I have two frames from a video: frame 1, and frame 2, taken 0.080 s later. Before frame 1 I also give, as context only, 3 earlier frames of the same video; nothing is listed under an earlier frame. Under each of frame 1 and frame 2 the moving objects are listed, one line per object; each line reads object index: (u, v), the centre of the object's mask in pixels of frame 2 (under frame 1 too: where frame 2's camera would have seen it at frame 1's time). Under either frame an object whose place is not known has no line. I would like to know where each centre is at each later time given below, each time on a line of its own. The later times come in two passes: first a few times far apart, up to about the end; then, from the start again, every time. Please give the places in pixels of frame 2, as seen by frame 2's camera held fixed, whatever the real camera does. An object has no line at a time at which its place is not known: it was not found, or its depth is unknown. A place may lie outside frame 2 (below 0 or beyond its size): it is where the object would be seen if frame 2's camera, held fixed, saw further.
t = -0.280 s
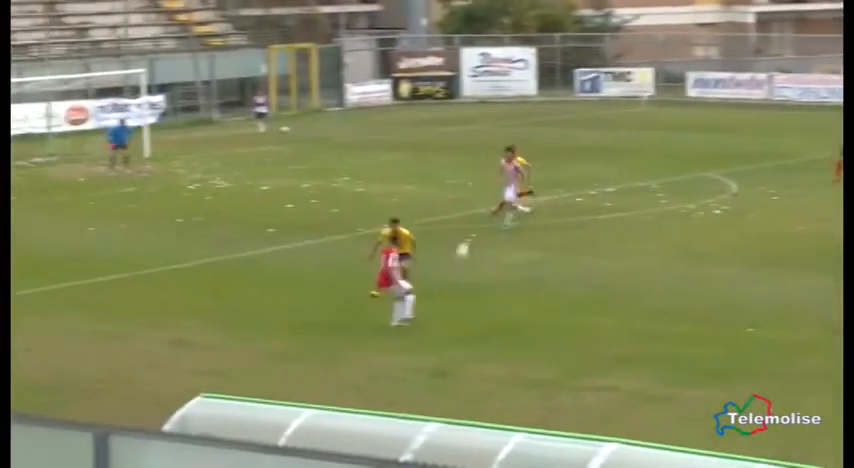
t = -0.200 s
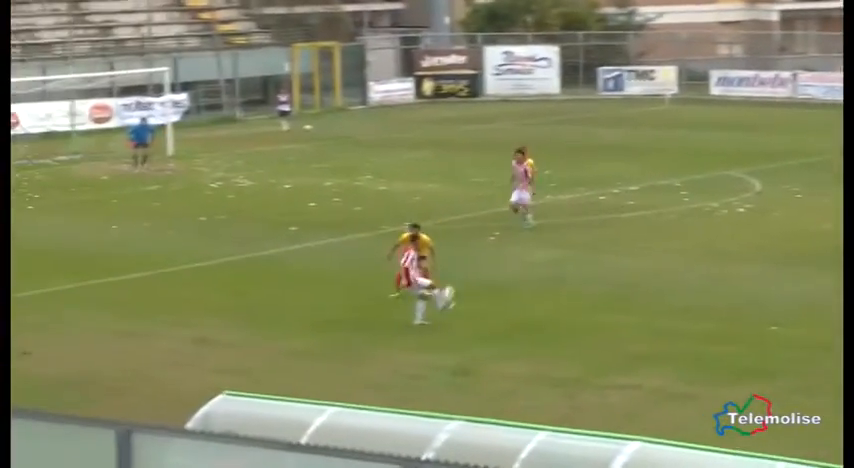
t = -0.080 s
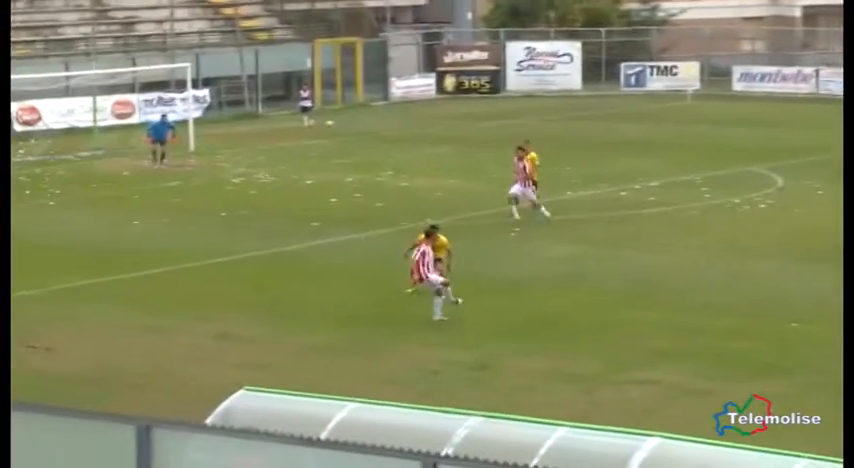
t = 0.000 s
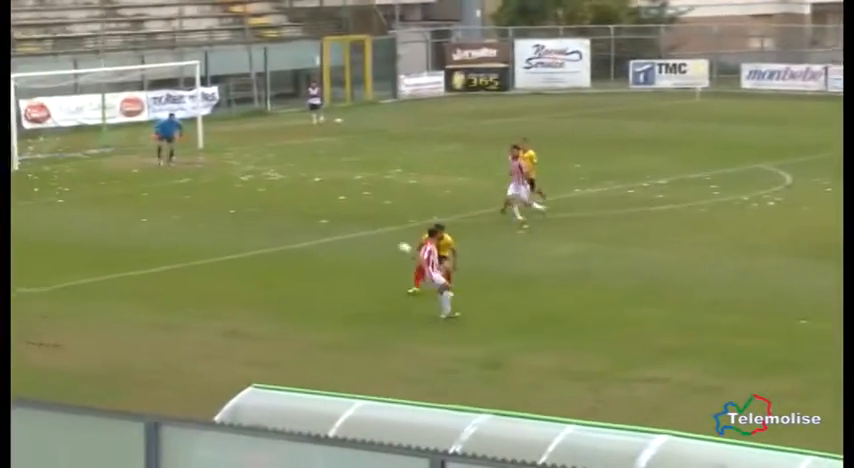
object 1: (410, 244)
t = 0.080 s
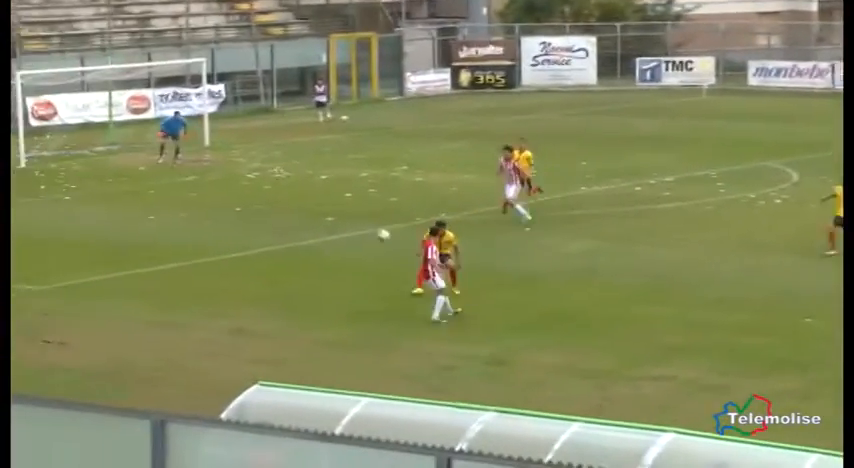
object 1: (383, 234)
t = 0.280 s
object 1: (319, 224)
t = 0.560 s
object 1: (238, 248)
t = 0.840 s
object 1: (186, 227)
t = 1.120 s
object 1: (144, 229)
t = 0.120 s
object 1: (370, 229)
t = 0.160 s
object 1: (357, 227)
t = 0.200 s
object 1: (344, 226)
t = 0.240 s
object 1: (331, 223)
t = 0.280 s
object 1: (319, 224)
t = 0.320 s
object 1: (307, 225)
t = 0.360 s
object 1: (295, 227)
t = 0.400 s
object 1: (284, 230)
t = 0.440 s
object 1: (272, 232)
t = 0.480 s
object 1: (260, 237)
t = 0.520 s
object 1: (248, 242)
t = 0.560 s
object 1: (238, 248)
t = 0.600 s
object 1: (227, 255)
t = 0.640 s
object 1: (218, 252)
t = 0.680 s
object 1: (212, 245)
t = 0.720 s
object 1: (204, 238)
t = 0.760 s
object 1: (198, 234)
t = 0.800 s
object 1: (192, 230)
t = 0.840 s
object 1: (186, 227)
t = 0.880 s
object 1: (180, 225)
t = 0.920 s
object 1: (173, 224)
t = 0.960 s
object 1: (167, 223)
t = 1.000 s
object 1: (161, 224)
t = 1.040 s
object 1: (155, 225)
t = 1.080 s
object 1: (149, 227)
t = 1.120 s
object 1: (144, 229)
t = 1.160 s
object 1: (138, 234)
